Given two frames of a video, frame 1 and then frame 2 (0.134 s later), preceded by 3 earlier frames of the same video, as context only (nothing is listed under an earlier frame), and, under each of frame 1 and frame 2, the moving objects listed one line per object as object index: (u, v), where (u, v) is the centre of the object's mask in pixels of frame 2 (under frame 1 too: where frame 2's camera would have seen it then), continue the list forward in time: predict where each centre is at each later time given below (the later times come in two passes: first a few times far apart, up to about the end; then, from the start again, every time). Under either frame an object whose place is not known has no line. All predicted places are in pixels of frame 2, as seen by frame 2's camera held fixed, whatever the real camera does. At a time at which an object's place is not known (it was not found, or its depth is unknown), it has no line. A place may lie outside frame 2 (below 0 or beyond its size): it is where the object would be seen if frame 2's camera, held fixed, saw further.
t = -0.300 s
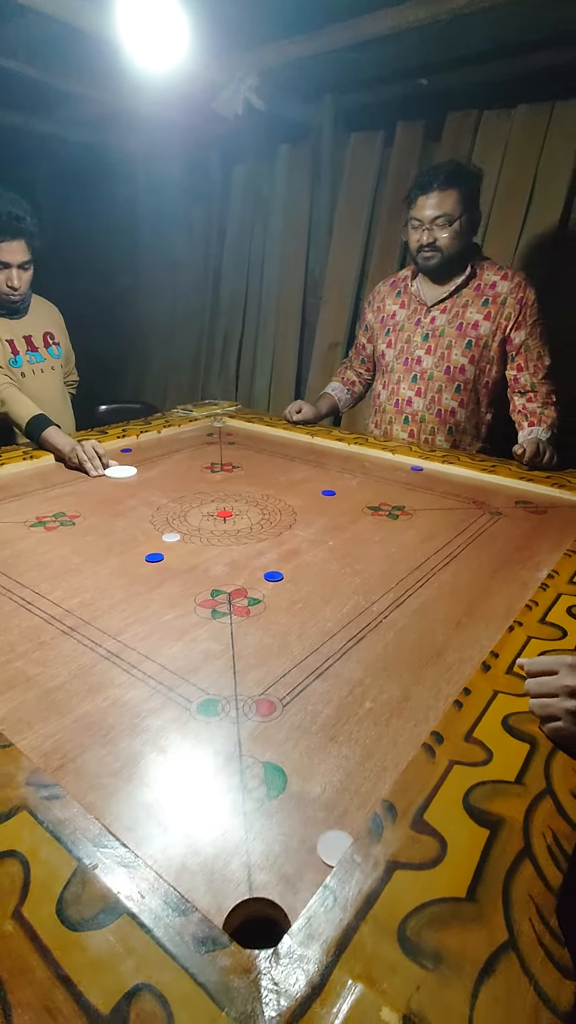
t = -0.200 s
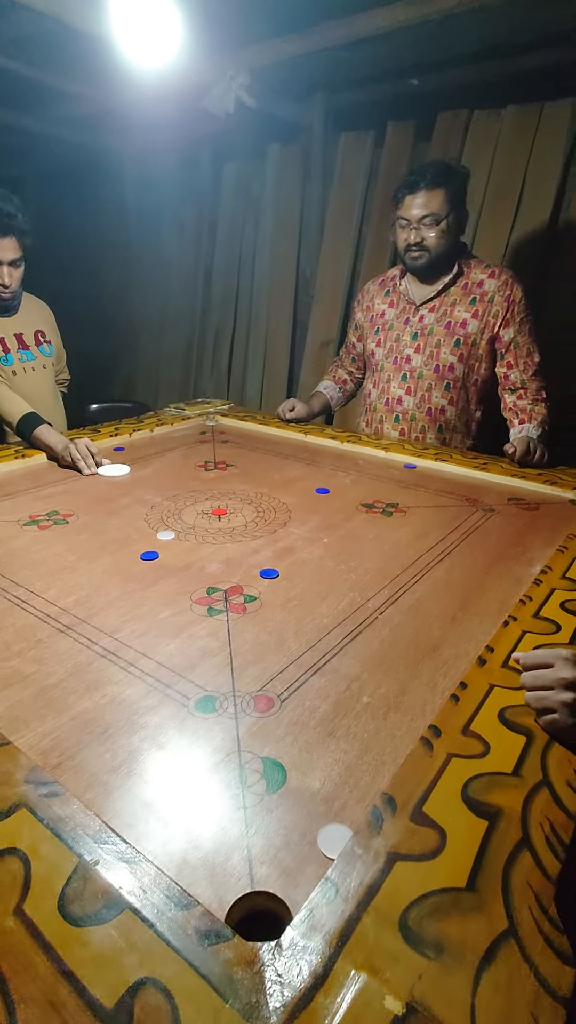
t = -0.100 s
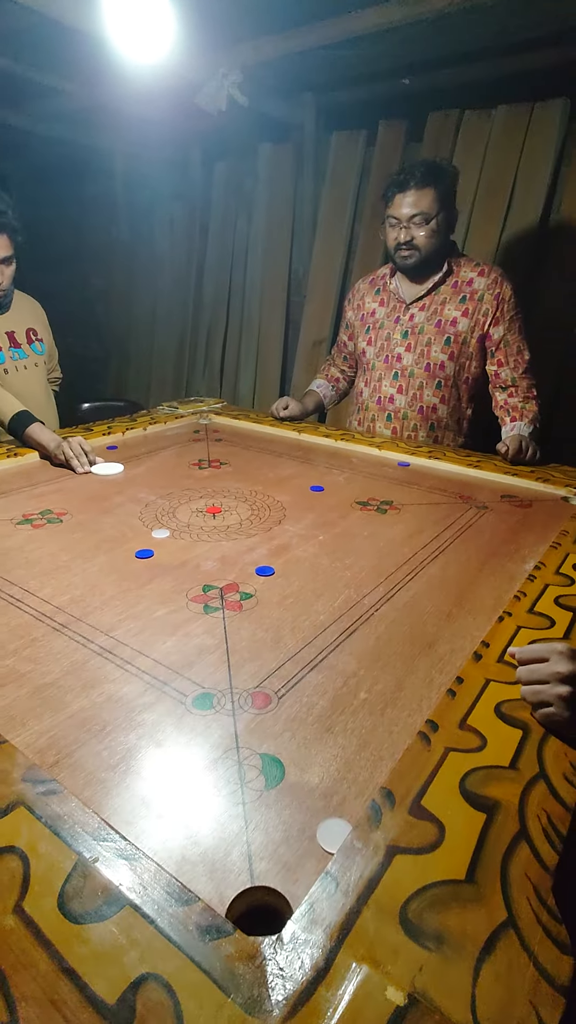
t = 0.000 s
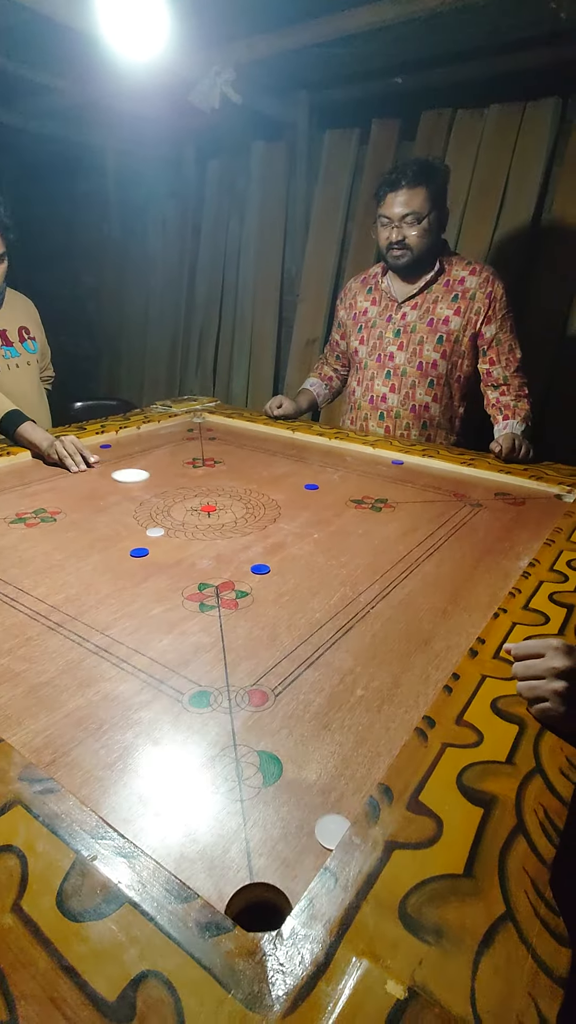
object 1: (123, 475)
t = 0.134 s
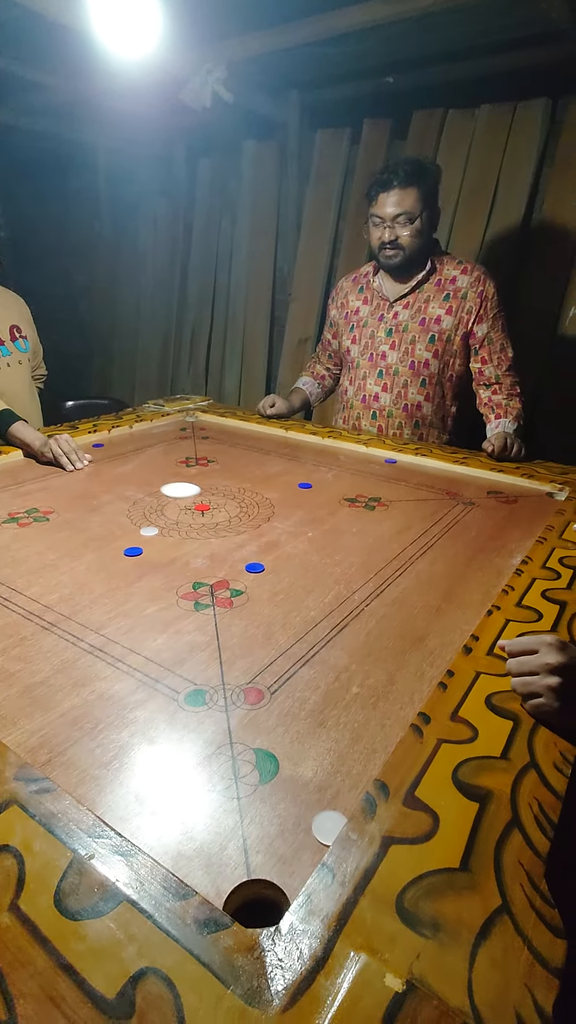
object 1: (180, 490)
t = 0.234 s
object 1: (227, 502)
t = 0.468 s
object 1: (351, 532)
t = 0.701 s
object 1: (490, 566)
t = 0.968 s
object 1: (388, 533)
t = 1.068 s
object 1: (357, 523)
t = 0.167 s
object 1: (195, 494)
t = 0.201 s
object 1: (211, 498)
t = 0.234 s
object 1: (227, 502)
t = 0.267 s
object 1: (244, 506)
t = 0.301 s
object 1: (261, 510)
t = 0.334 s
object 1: (278, 515)
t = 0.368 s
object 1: (296, 519)
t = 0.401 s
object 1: (314, 523)
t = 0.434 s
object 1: (332, 528)
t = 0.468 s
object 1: (351, 532)
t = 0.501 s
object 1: (370, 537)
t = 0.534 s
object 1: (390, 542)
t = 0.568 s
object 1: (410, 547)
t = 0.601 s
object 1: (431, 552)
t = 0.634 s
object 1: (452, 557)
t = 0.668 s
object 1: (474, 562)
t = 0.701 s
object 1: (490, 566)
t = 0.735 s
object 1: (476, 561)
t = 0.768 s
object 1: (461, 557)
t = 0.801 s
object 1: (448, 552)
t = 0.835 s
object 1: (434, 548)
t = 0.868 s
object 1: (422, 544)
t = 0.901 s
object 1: (410, 540)
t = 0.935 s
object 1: (399, 536)
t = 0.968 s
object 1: (388, 533)
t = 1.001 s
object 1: (377, 529)
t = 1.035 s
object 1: (367, 526)
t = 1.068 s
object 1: (357, 523)
